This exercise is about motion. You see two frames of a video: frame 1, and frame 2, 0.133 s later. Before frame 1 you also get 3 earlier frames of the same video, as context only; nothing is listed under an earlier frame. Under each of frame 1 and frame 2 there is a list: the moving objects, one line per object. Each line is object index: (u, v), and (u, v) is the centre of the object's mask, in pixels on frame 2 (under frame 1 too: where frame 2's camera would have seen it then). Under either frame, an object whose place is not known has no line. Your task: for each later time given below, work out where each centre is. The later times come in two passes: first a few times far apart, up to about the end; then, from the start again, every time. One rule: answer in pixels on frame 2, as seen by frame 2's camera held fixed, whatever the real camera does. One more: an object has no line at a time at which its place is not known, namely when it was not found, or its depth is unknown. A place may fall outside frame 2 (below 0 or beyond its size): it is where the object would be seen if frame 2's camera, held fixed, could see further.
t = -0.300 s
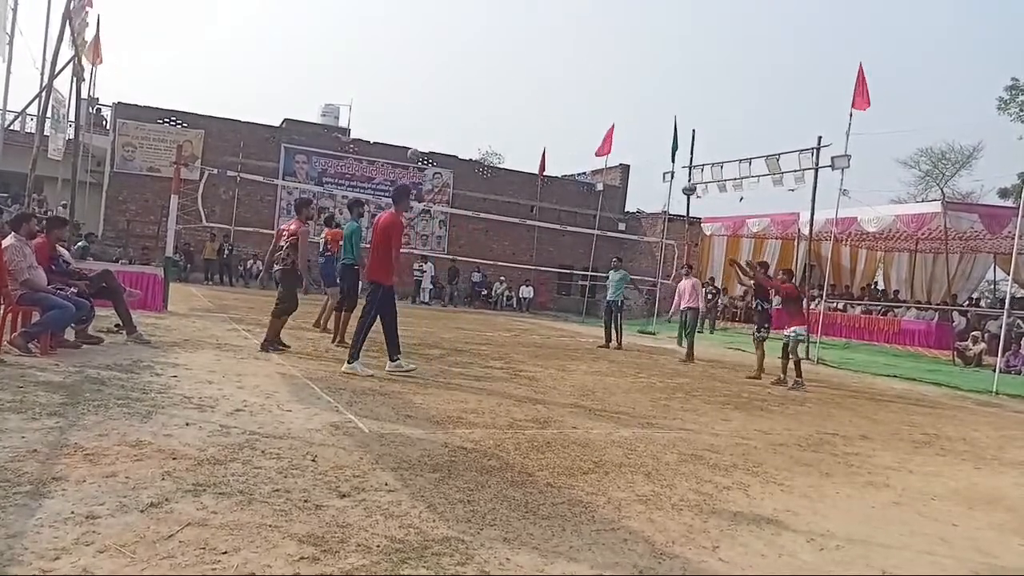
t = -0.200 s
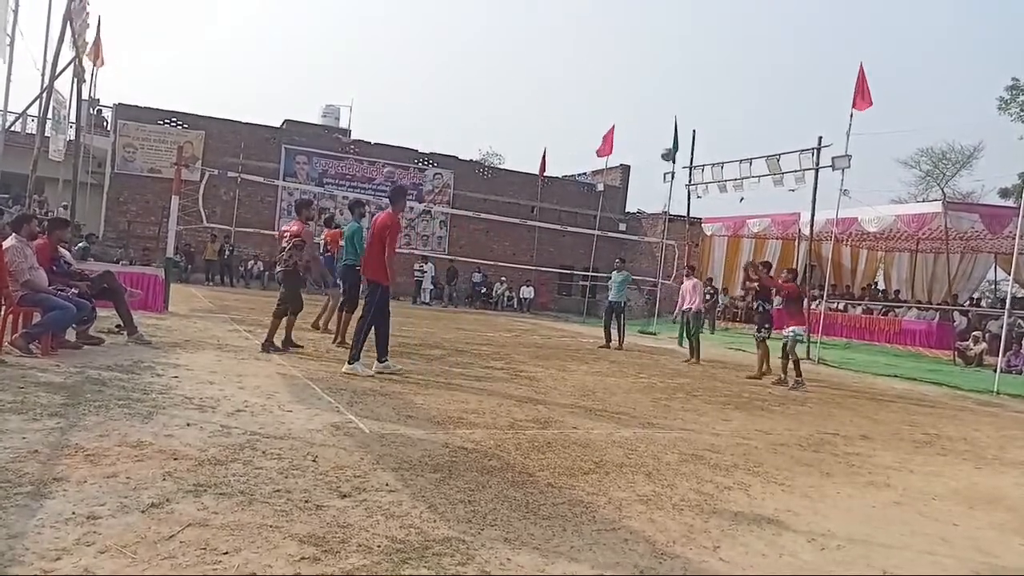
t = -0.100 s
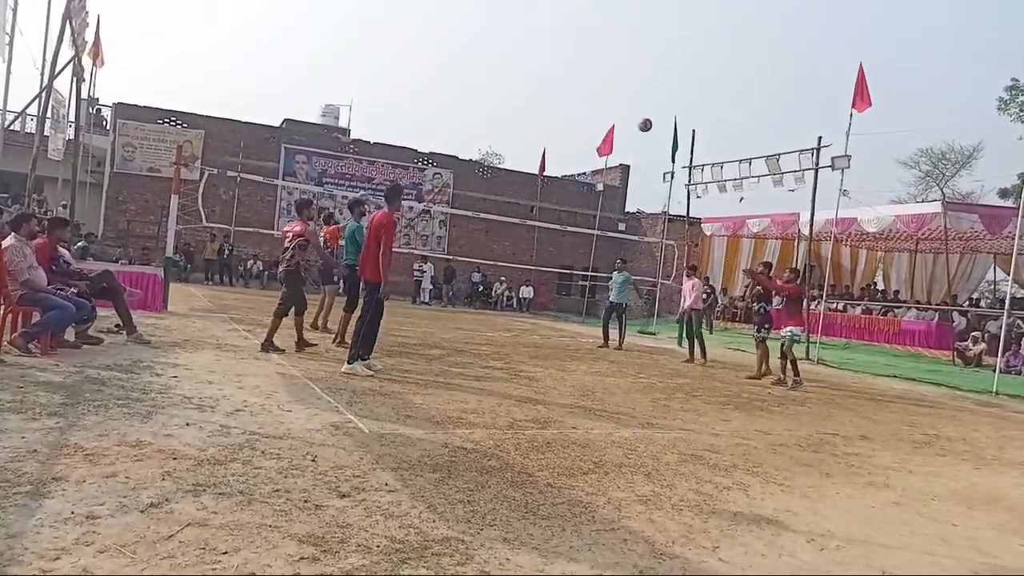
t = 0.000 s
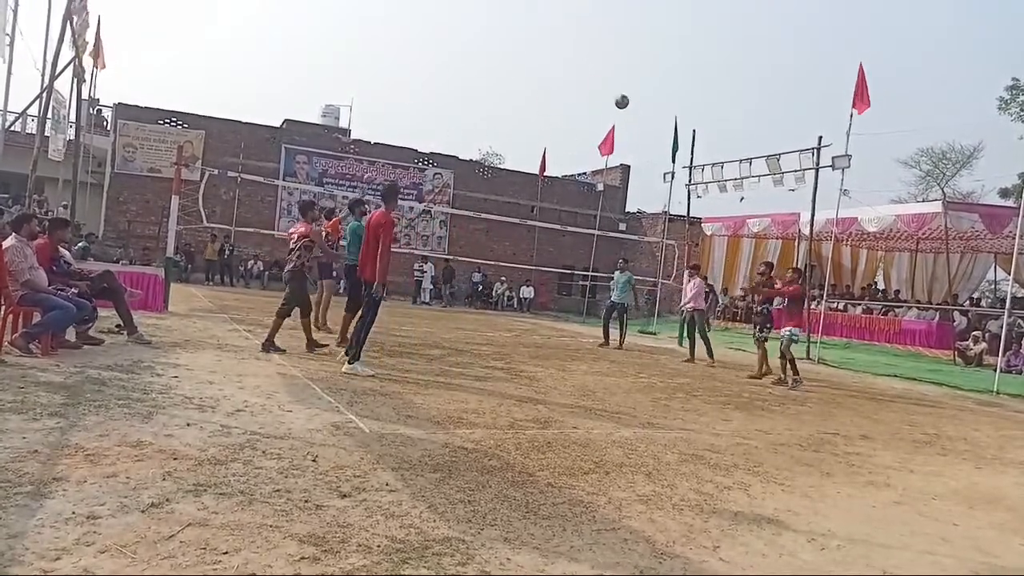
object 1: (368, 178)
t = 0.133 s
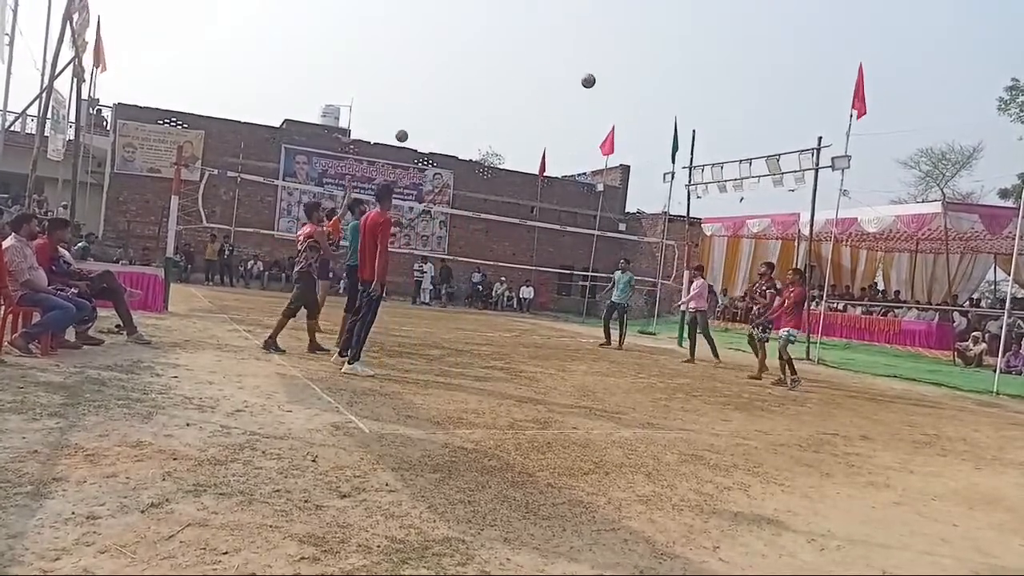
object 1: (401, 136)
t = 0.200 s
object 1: (416, 118)
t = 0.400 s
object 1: (457, 84)
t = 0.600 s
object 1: (493, 74)
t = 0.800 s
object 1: (523, 86)
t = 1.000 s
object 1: (549, 119)
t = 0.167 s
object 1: (409, 127)
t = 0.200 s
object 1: (416, 118)
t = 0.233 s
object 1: (424, 111)
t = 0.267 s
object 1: (430, 104)
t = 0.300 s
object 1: (437, 98)
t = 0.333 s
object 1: (444, 93)
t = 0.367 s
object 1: (451, 88)
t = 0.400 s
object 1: (457, 84)
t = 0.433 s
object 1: (463, 81)
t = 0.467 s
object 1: (469, 78)
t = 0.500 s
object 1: (475, 76)
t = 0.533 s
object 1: (481, 75)
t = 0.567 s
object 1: (487, 74)
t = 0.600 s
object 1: (493, 74)
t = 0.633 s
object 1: (498, 75)
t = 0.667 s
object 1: (503, 76)
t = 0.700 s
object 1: (508, 77)
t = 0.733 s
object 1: (513, 80)
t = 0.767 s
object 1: (518, 83)
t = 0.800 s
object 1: (523, 86)
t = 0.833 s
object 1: (528, 91)
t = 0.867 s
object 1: (532, 95)
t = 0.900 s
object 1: (536, 100)
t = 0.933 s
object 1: (541, 106)
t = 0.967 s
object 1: (545, 112)
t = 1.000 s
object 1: (549, 119)
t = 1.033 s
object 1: (553, 127)
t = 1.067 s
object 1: (557, 134)
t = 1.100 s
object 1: (560, 142)
